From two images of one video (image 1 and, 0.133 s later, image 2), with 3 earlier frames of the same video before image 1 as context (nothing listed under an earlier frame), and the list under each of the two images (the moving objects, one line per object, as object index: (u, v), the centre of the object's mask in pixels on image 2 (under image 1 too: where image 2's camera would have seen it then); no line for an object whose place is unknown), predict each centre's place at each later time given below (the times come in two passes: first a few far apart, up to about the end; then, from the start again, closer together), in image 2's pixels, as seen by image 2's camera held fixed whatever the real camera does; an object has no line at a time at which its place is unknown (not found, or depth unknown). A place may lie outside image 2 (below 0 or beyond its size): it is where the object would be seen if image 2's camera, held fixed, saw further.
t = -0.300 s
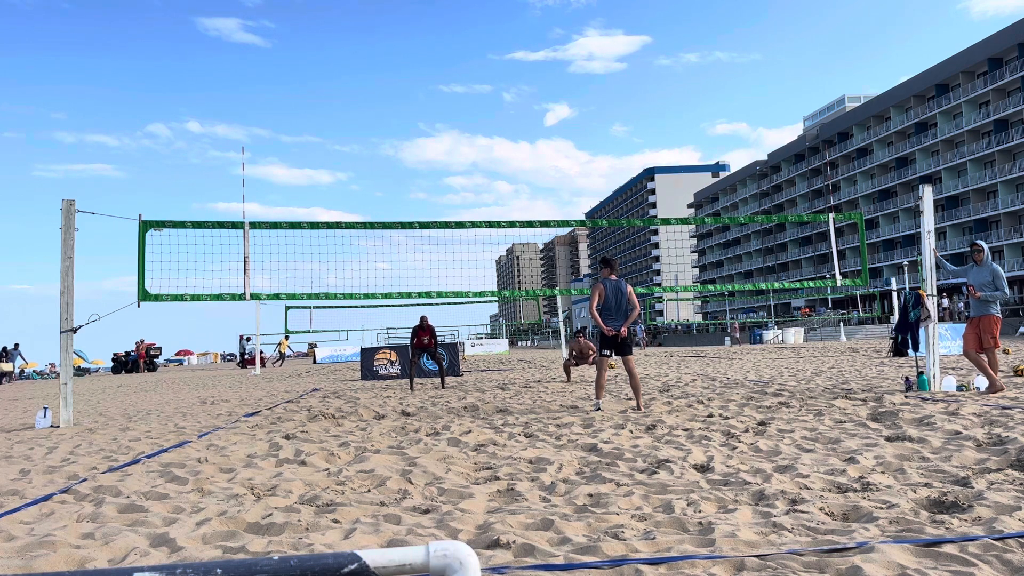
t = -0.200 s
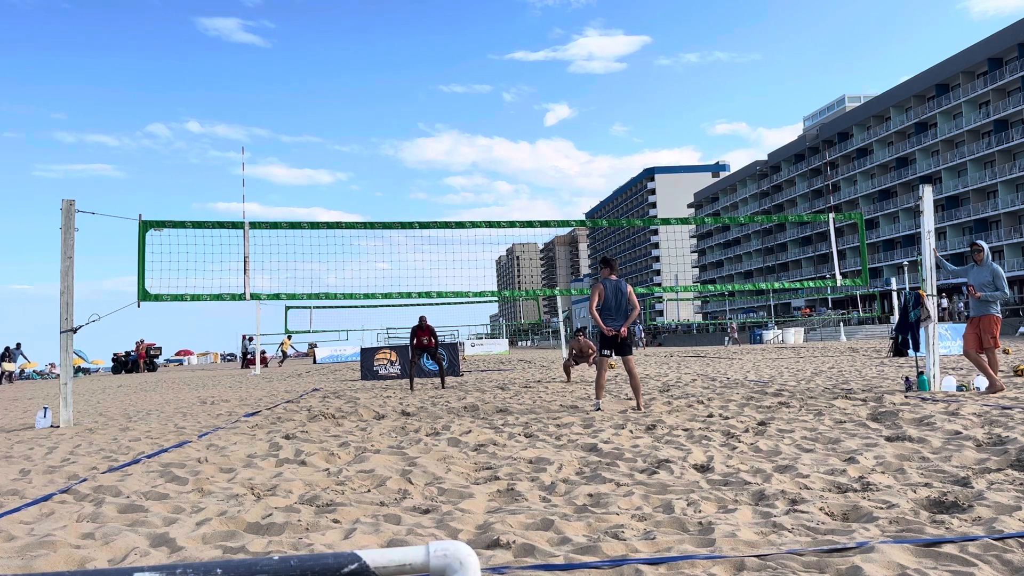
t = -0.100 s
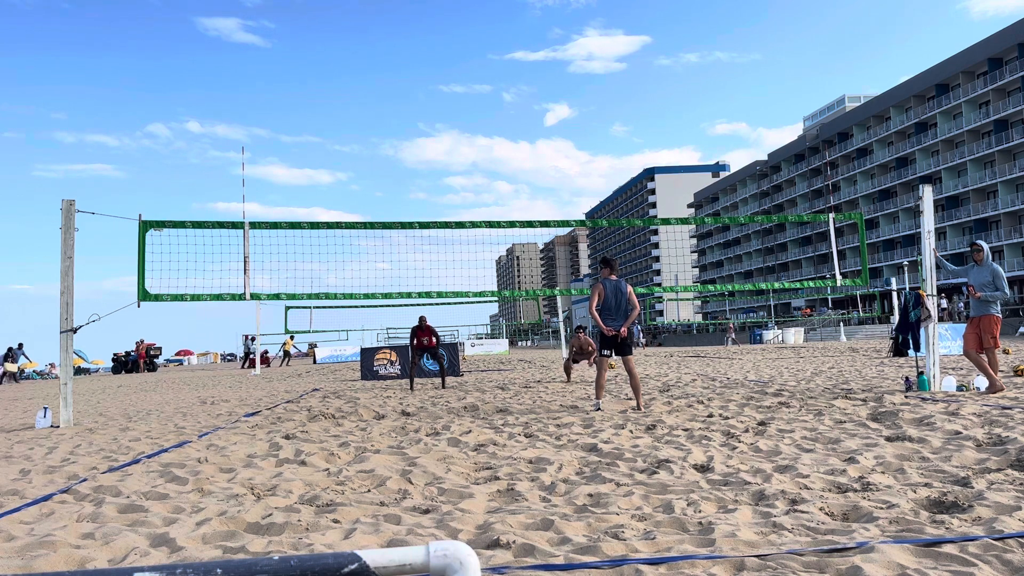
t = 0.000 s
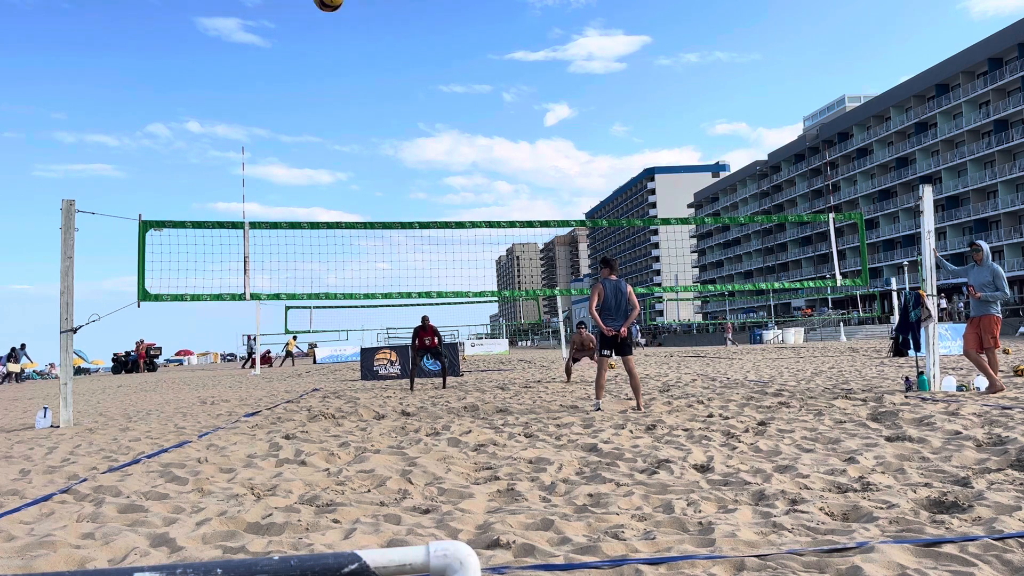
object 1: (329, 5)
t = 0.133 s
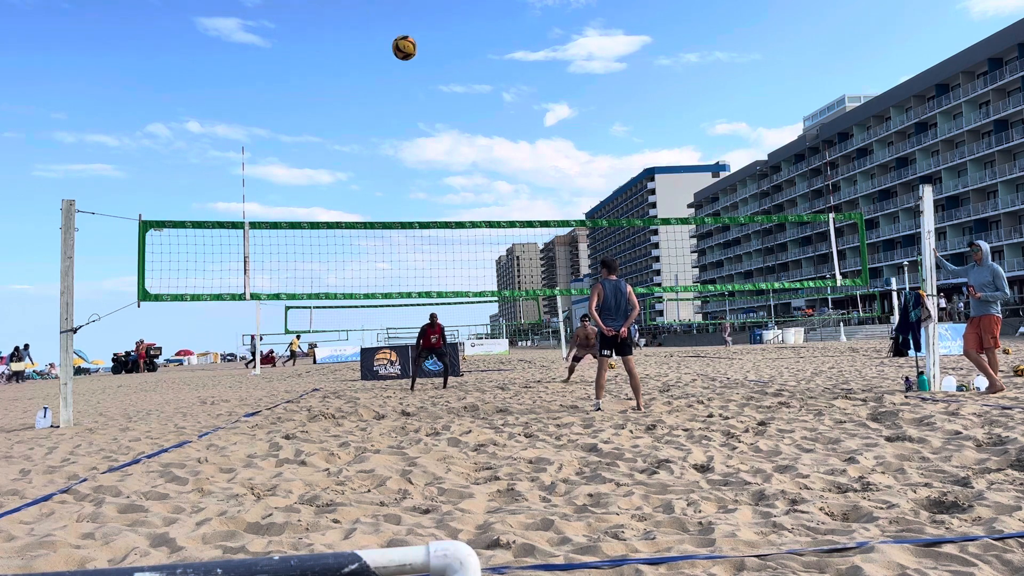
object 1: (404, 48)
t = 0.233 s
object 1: (443, 86)
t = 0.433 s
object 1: (496, 162)
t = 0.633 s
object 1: (531, 237)
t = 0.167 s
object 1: (418, 61)
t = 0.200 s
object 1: (431, 74)
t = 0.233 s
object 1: (443, 86)
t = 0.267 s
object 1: (453, 99)
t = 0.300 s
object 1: (463, 112)
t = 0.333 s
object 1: (472, 124)
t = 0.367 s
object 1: (480, 137)
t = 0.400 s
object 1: (488, 149)
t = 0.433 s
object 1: (496, 162)
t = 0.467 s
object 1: (503, 174)
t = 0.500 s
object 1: (509, 187)
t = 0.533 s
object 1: (515, 199)
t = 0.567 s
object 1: (520, 212)
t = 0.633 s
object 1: (531, 237)
